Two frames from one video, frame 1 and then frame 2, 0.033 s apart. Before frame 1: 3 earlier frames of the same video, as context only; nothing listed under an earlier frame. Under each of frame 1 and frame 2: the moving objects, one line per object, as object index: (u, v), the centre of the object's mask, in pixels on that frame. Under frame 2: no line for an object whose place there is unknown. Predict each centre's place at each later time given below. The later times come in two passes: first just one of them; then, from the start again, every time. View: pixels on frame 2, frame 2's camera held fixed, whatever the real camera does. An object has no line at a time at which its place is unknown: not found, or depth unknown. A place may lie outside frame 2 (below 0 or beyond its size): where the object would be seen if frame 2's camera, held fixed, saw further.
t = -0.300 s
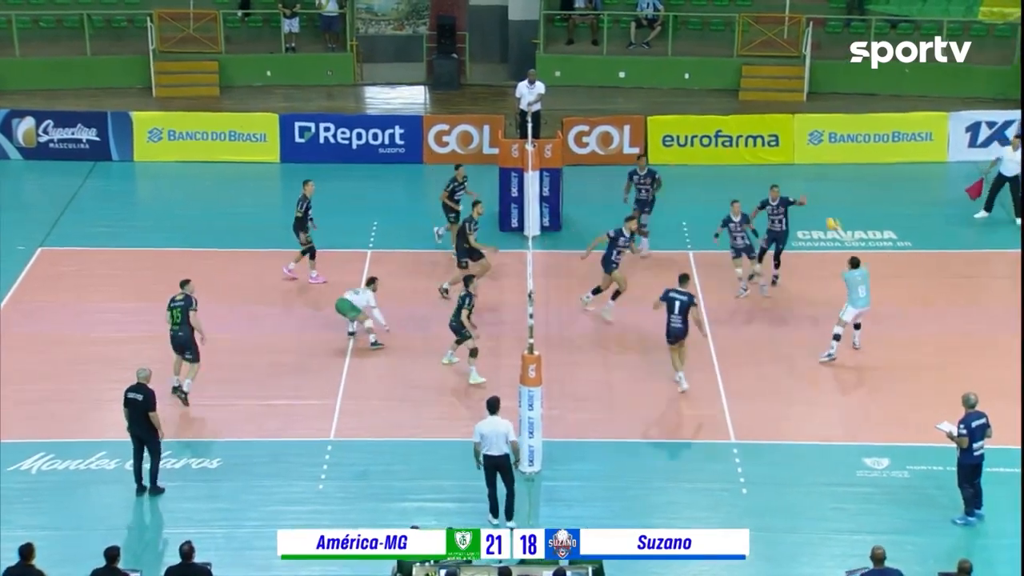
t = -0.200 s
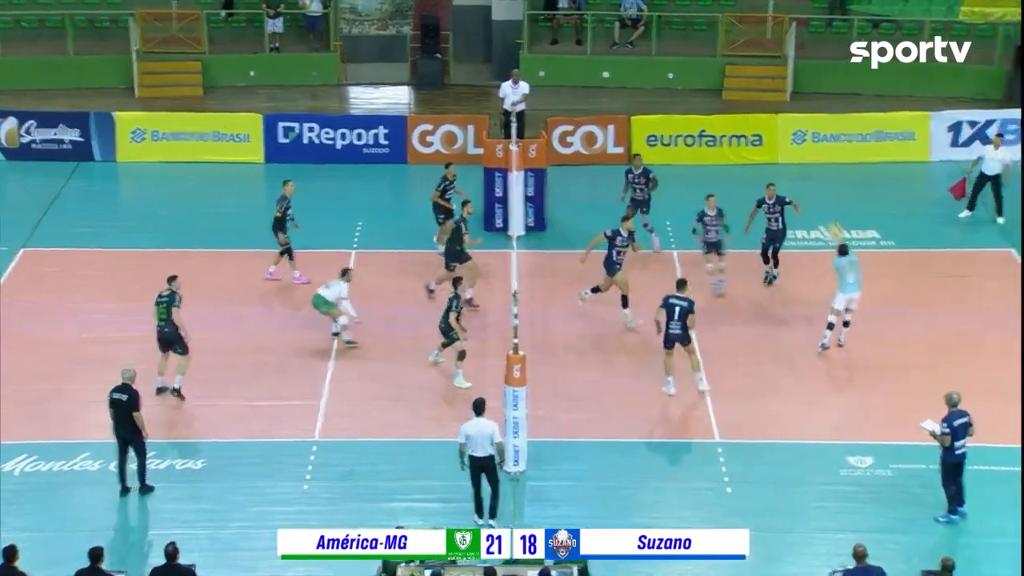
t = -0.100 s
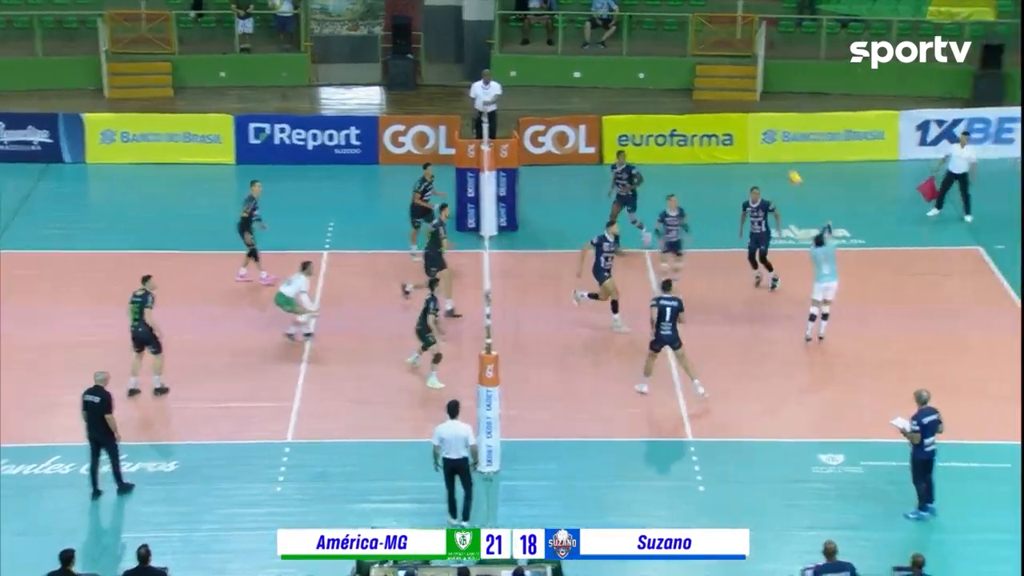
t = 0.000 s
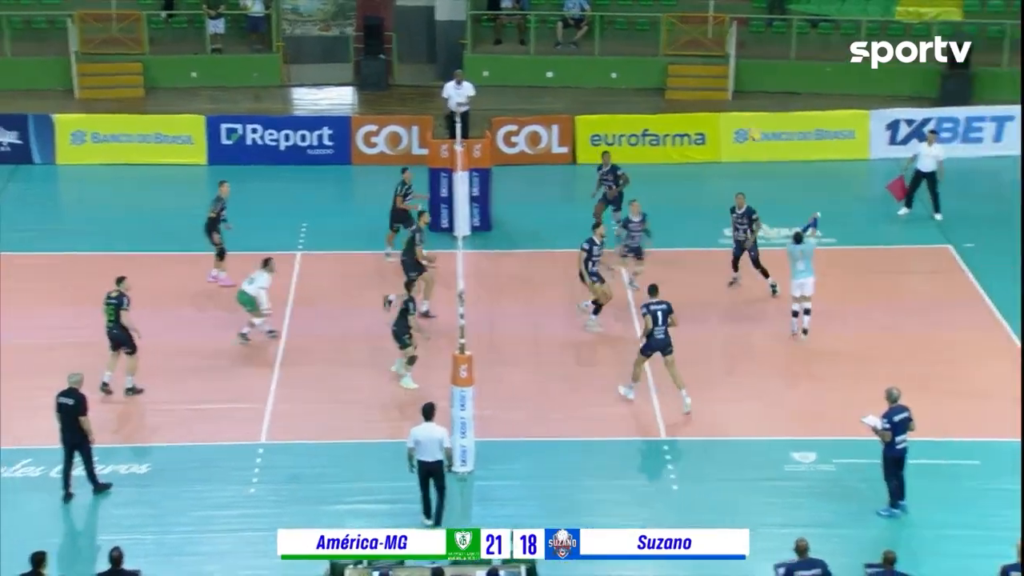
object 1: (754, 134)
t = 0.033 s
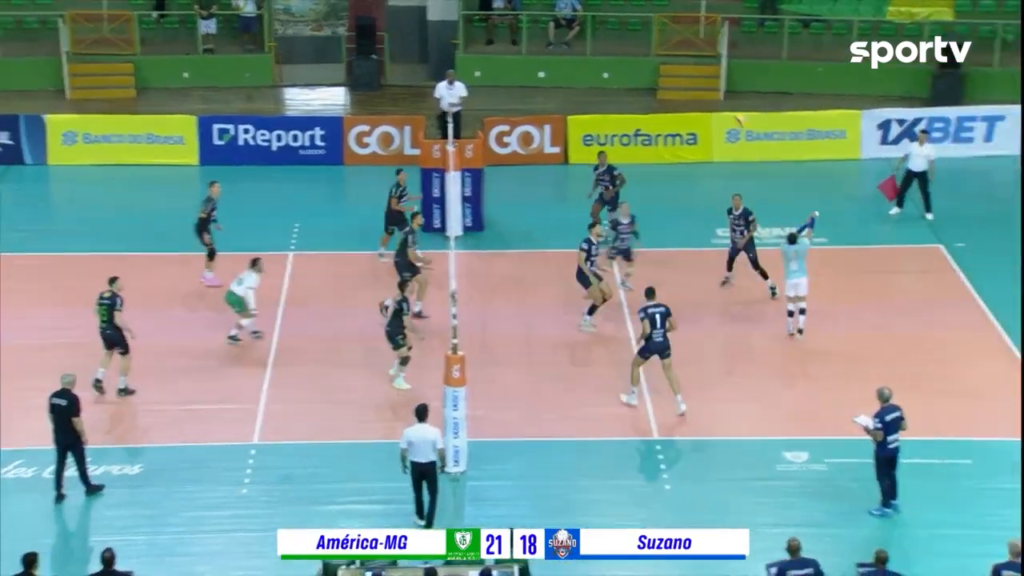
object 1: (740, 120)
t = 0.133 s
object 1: (729, 84)
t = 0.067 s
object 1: (736, 106)
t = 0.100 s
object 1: (733, 95)
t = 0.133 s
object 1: (729, 84)
